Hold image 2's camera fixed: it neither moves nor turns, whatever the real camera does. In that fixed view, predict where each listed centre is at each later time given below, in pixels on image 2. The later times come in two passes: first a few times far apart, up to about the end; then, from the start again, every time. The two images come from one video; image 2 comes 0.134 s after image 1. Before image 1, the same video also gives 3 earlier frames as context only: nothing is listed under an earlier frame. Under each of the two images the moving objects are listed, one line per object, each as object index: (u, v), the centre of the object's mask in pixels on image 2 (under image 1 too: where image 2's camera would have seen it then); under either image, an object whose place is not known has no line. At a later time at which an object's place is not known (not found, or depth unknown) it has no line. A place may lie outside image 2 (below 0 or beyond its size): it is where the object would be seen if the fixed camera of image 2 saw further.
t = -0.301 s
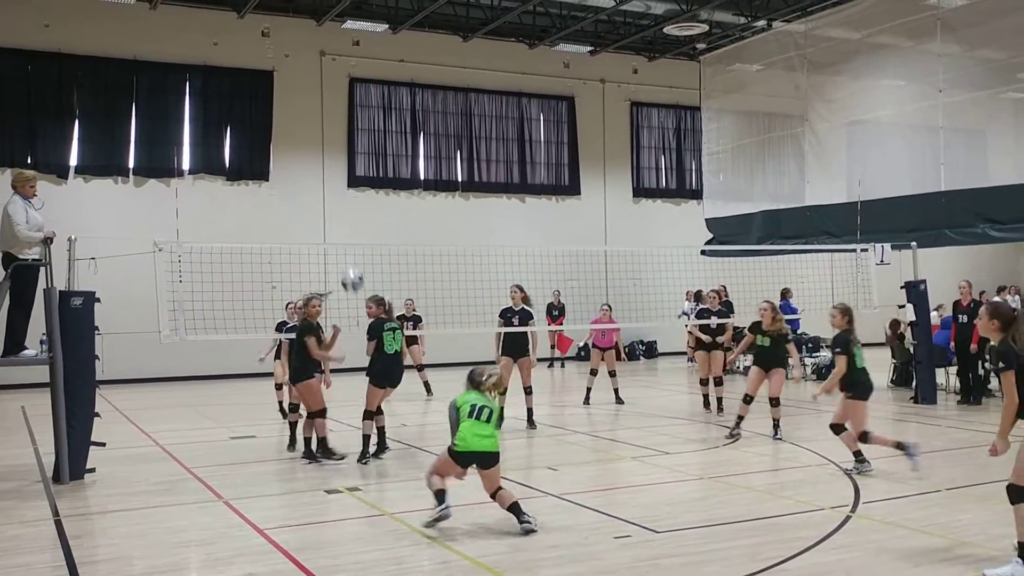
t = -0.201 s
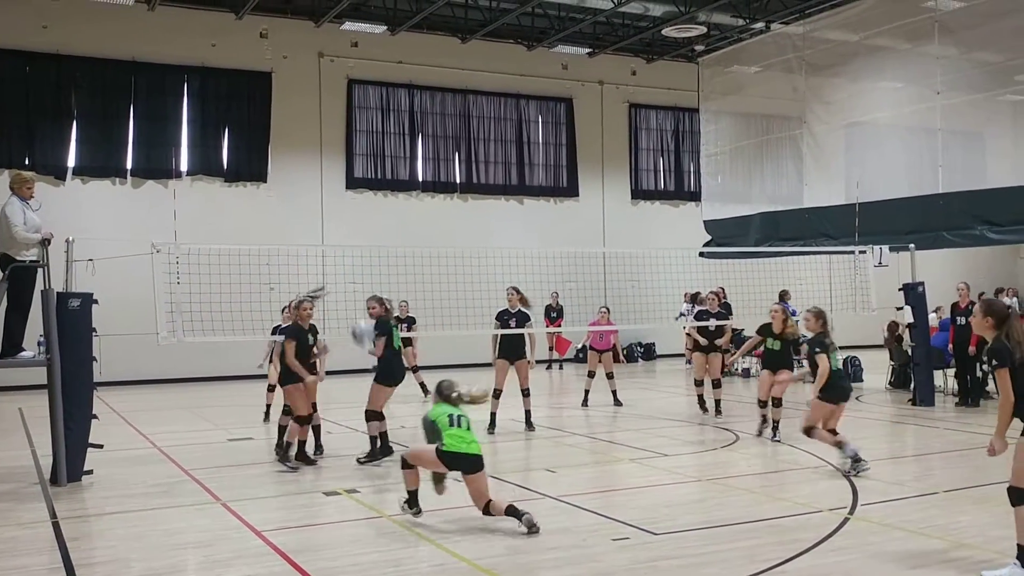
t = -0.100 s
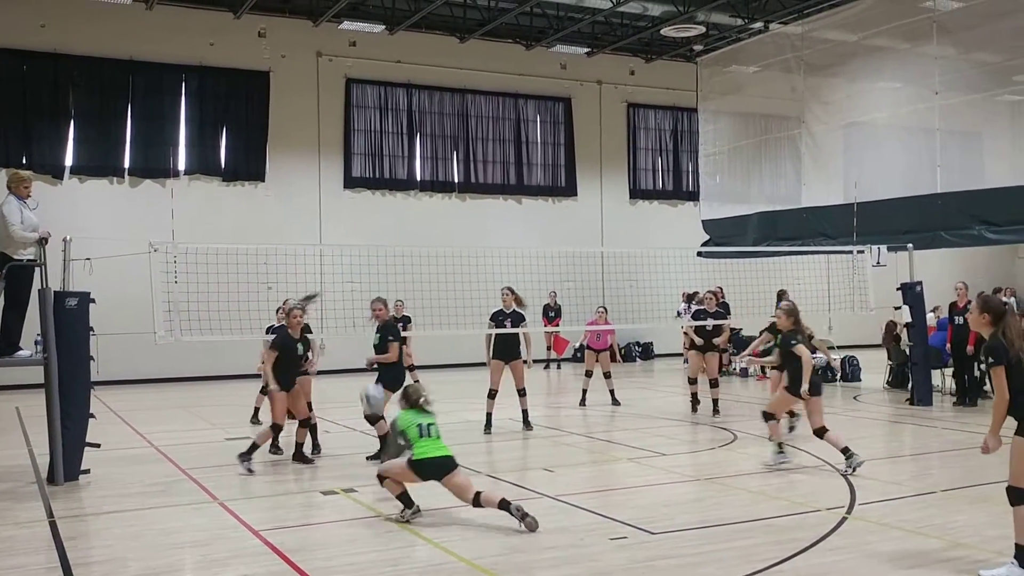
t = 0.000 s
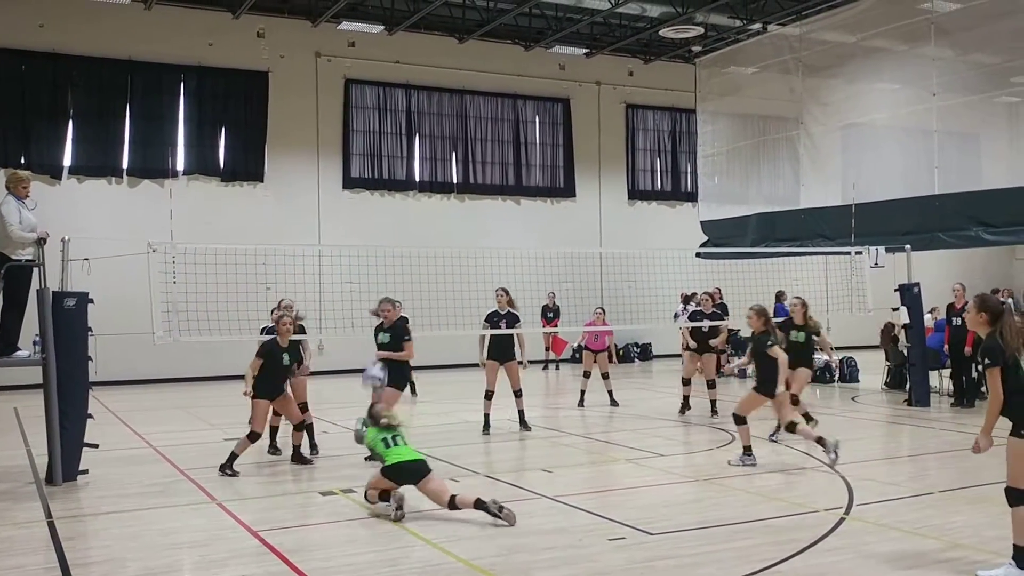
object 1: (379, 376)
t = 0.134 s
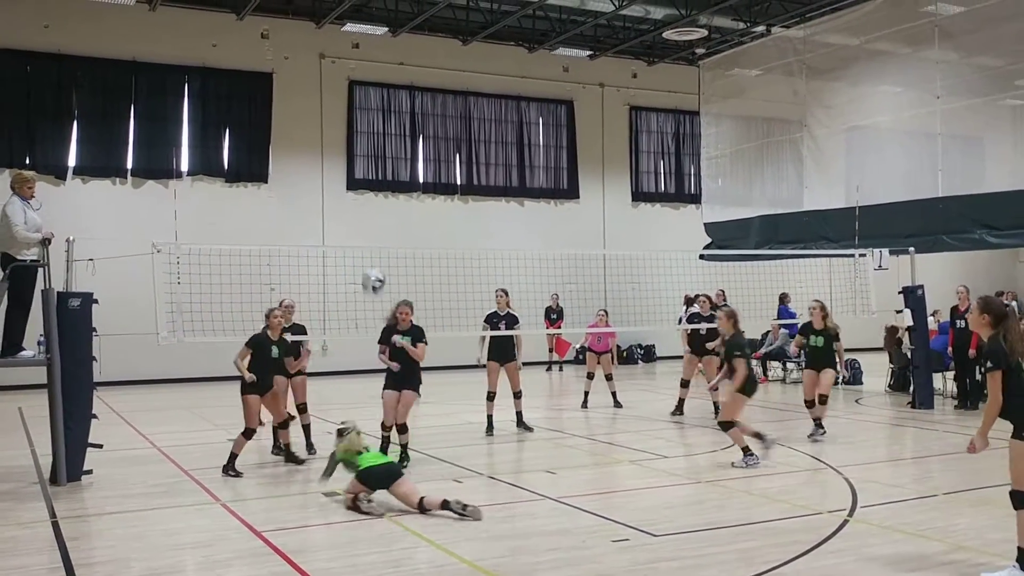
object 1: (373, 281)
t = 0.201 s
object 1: (371, 242)
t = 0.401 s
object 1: (367, 155)
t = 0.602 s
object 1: (362, 114)
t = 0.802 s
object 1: (359, 119)
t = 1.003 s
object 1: (357, 167)
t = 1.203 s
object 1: (353, 258)
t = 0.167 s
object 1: (373, 261)
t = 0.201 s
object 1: (371, 242)
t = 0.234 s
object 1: (371, 225)
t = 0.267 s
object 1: (369, 207)
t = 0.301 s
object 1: (369, 191)
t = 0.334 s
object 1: (369, 179)
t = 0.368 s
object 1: (369, 166)
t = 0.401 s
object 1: (367, 155)
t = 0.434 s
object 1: (366, 145)
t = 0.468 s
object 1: (365, 137)
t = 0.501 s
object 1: (365, 129)
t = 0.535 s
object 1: (364, 123)
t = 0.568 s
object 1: (363, 118)
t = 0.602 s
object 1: (362, 114)
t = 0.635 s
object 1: (362, 112)
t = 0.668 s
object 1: (361, 111)
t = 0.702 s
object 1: (361, 111)
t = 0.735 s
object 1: (360, 112)
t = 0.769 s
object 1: (360, 115)
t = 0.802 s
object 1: (359, 119)
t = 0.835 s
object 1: (359, 123)
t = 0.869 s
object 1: (358, 130)
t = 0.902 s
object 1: (358, 137)
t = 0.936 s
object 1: (358, 146)
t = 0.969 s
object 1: (357, 155)
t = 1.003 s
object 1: (357, 167)
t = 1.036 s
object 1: (356, 179)
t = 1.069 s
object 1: (356, 192)
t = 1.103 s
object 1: (356, 208)
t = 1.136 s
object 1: (355, 225)
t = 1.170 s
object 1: (354, 241)
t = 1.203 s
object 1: (353, 258)
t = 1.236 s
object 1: (353, 278)
